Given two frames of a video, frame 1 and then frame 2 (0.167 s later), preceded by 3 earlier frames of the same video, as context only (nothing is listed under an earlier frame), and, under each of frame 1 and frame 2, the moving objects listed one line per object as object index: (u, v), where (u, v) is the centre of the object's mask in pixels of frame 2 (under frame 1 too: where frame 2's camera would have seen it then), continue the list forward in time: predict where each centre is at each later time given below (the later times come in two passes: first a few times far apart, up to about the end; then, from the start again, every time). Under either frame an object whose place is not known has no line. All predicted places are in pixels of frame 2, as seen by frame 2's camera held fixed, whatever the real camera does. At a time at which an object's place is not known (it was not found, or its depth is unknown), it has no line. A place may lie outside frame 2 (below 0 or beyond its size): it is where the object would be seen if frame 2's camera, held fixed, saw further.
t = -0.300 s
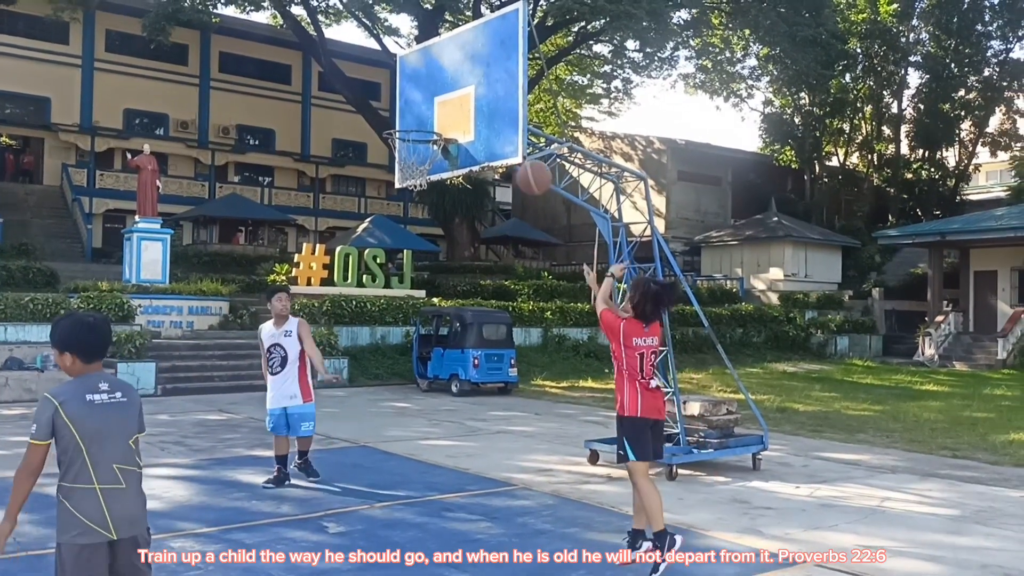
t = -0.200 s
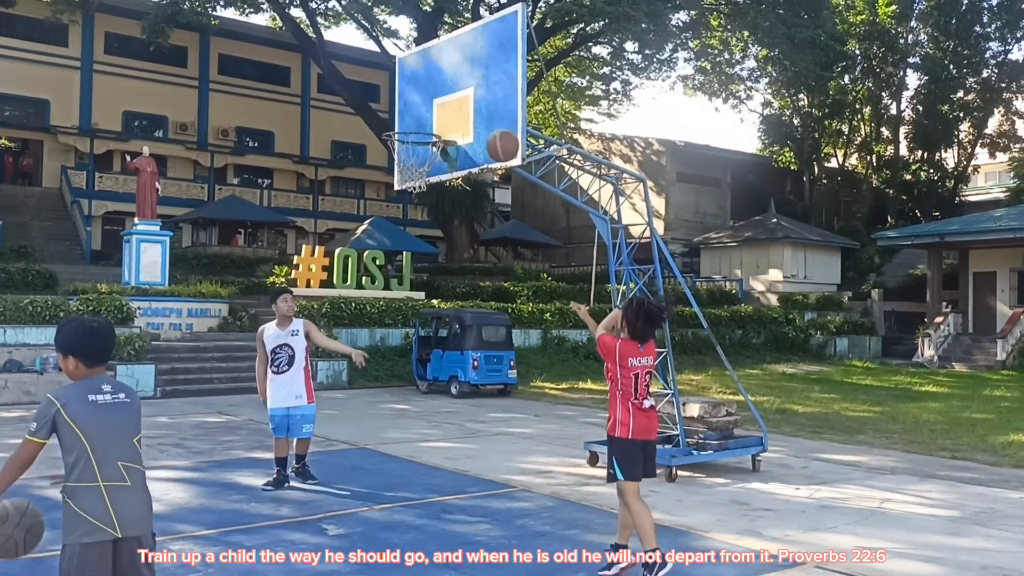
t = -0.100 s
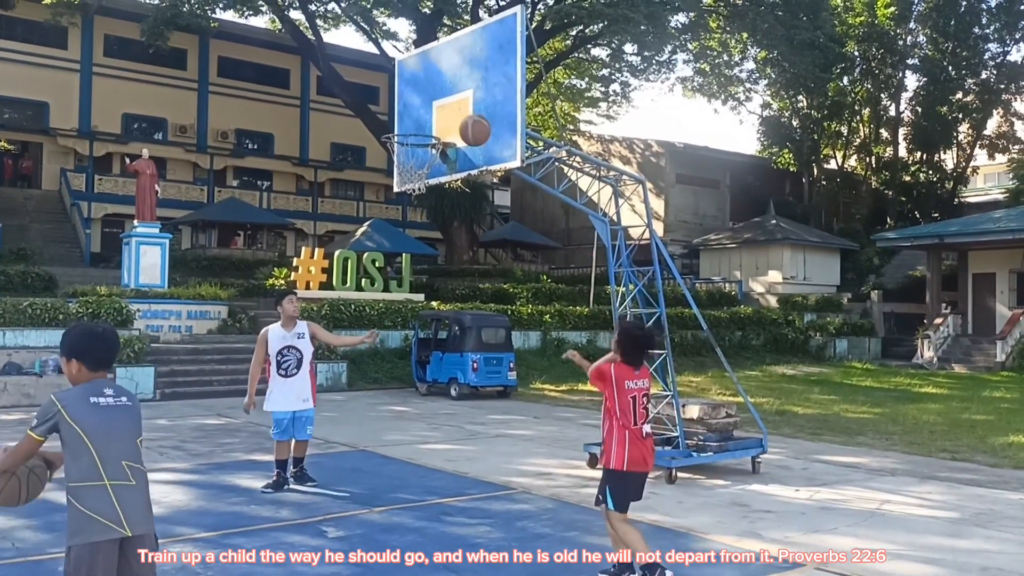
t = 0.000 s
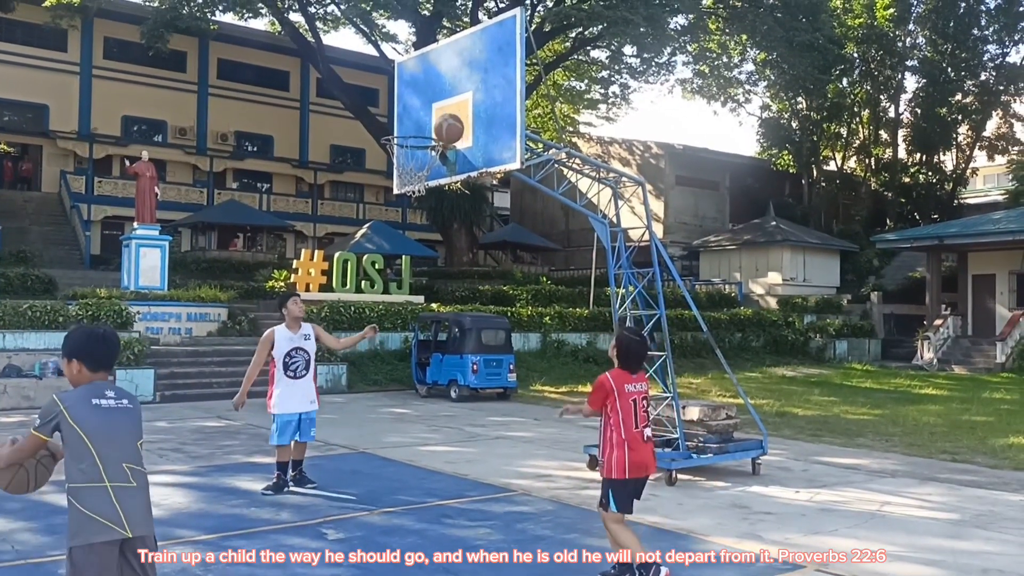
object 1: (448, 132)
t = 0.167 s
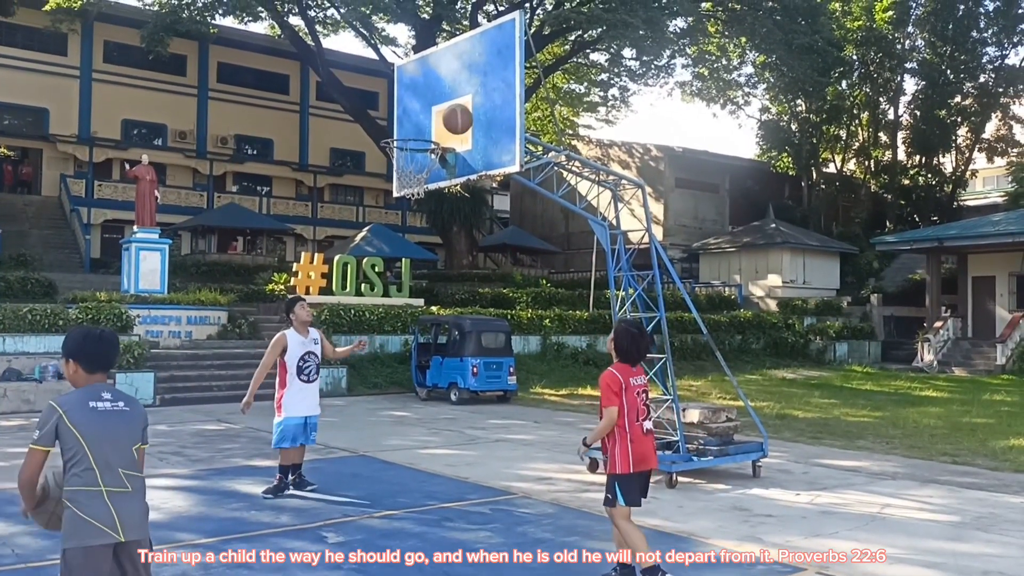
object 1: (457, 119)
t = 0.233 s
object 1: (470, 117)
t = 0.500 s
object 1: (520, 168)
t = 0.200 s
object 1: (463, 117)
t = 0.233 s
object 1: (470, 117)
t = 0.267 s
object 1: (476, 118)
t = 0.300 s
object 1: (482, 121)
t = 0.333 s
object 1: (488, 125)
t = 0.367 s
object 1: (495, 131)
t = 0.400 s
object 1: (501, 138)
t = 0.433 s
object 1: (507, 146)
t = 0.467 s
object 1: (514, 156)
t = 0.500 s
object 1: (520, 168)
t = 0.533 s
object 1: (527, 182)
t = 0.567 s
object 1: (533, 197)
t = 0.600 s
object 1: (540, 214)
